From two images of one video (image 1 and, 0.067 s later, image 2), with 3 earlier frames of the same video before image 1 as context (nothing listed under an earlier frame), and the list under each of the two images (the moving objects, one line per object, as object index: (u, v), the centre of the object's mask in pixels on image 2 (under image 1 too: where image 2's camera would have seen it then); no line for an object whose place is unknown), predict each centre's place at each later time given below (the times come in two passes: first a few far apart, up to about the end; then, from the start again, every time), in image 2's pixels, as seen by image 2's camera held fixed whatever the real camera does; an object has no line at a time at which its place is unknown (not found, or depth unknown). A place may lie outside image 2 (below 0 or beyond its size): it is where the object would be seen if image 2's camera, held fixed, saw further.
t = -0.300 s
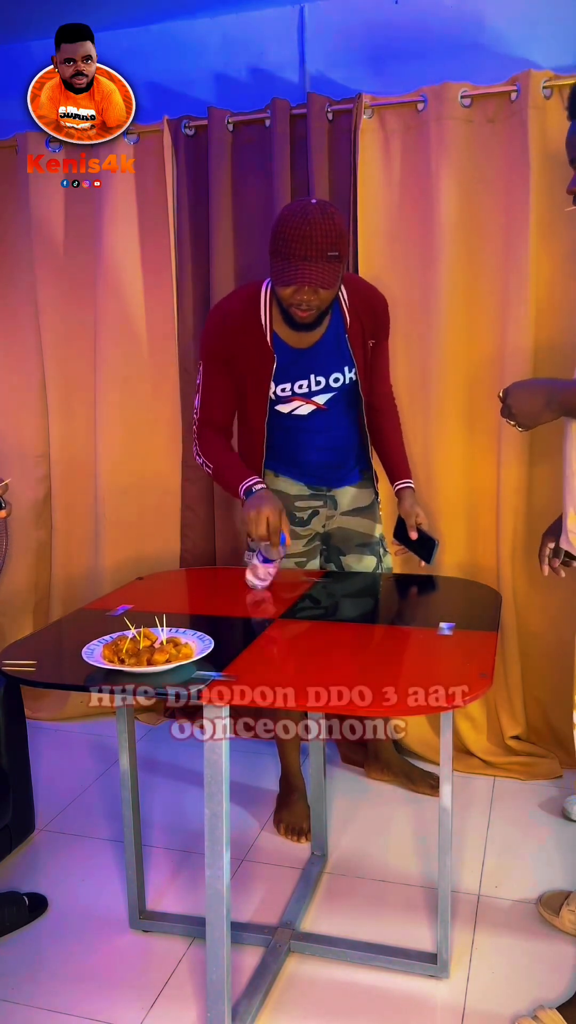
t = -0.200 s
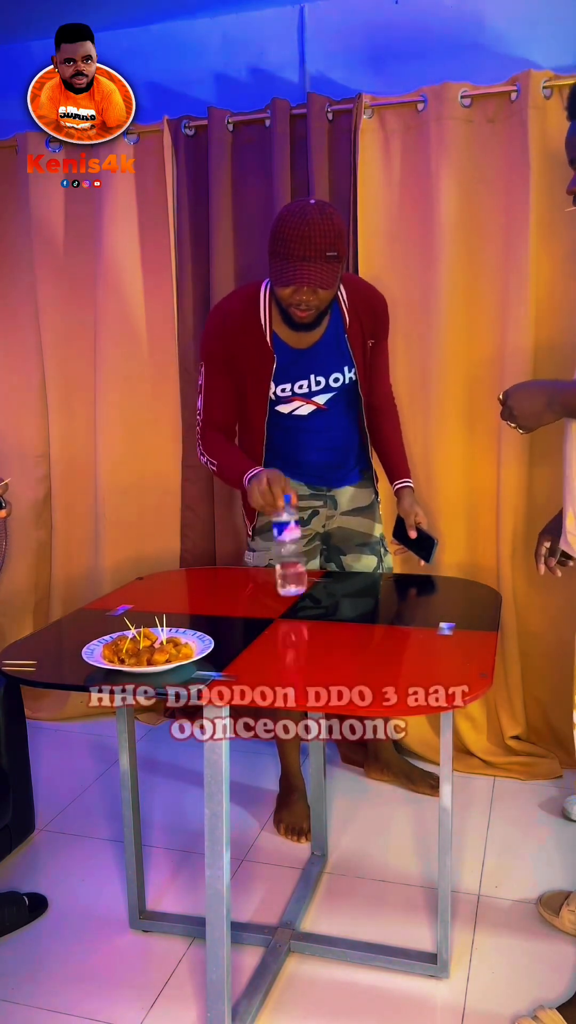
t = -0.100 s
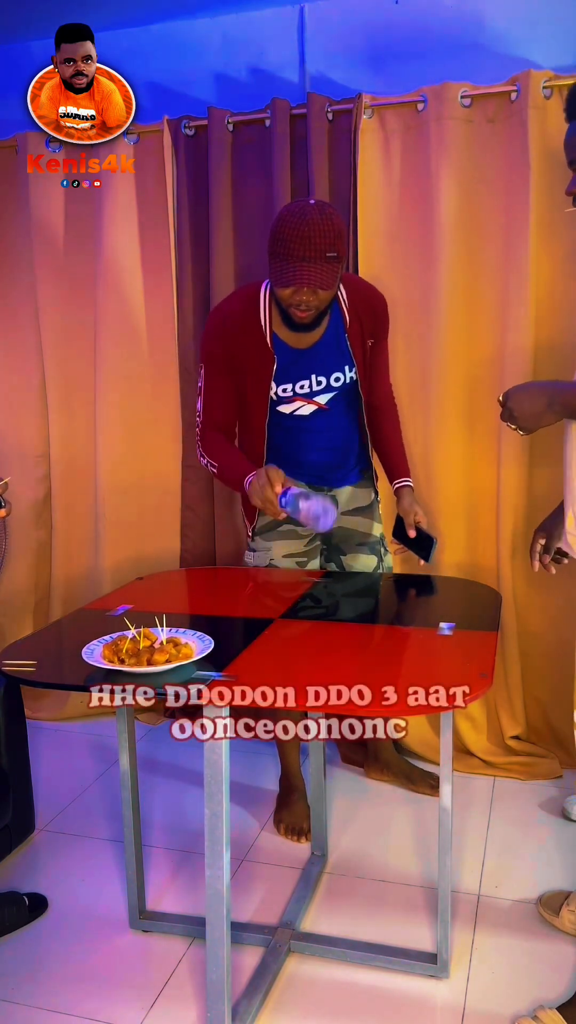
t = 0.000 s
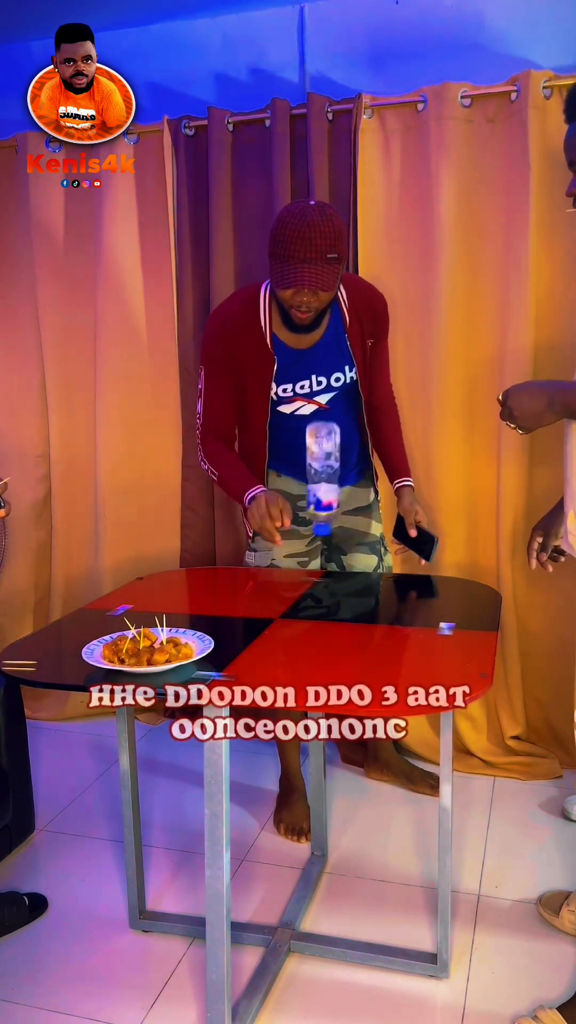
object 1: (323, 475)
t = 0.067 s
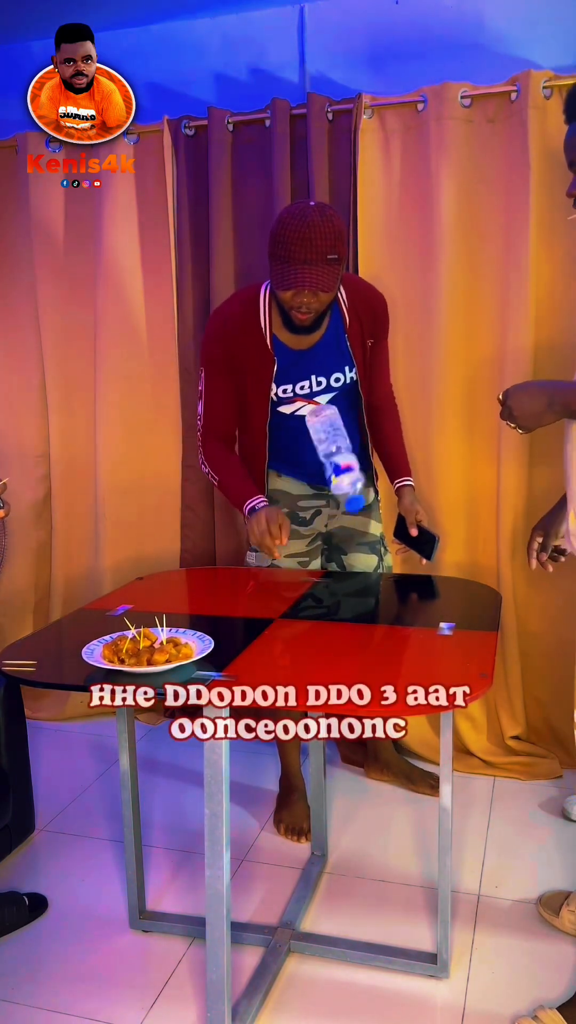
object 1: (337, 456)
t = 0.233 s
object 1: (350, 493)
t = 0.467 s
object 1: (373, 651)
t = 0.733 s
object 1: (373, 662)
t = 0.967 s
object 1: (373, 662)
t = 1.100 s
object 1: (375, 662)
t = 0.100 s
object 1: (342, 450)
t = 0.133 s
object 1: (344, 448)
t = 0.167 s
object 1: (346, 455)
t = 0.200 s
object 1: (348, 470)
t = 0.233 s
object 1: (350, 493)
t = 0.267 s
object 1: (352, 524)
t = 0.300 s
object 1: (355, 562)
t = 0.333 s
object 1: (358, 605)
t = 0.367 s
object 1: (362, 612)
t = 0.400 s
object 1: (366, 622)
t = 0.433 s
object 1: (370, 634)
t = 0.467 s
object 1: (373, 651)
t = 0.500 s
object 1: (375, 657)
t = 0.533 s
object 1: (375, 660)
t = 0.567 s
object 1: (374, 662)
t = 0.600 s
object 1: (372, 662)
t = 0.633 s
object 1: (372, 662)
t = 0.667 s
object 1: (374, 662)
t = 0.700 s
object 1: (375, 662)
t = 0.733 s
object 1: (373, 662)
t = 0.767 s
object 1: (371, 662)
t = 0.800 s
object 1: (370, 662)
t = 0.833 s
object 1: (370, 662)
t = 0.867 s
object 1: (372, 662)
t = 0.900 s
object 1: (373, 662)
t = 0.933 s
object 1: (373, 662)
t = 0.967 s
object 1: (373, 662)
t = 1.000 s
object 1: (373, 662)
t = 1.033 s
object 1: (374, 662)
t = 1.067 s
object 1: (375, 662)
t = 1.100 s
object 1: (375, 662)
